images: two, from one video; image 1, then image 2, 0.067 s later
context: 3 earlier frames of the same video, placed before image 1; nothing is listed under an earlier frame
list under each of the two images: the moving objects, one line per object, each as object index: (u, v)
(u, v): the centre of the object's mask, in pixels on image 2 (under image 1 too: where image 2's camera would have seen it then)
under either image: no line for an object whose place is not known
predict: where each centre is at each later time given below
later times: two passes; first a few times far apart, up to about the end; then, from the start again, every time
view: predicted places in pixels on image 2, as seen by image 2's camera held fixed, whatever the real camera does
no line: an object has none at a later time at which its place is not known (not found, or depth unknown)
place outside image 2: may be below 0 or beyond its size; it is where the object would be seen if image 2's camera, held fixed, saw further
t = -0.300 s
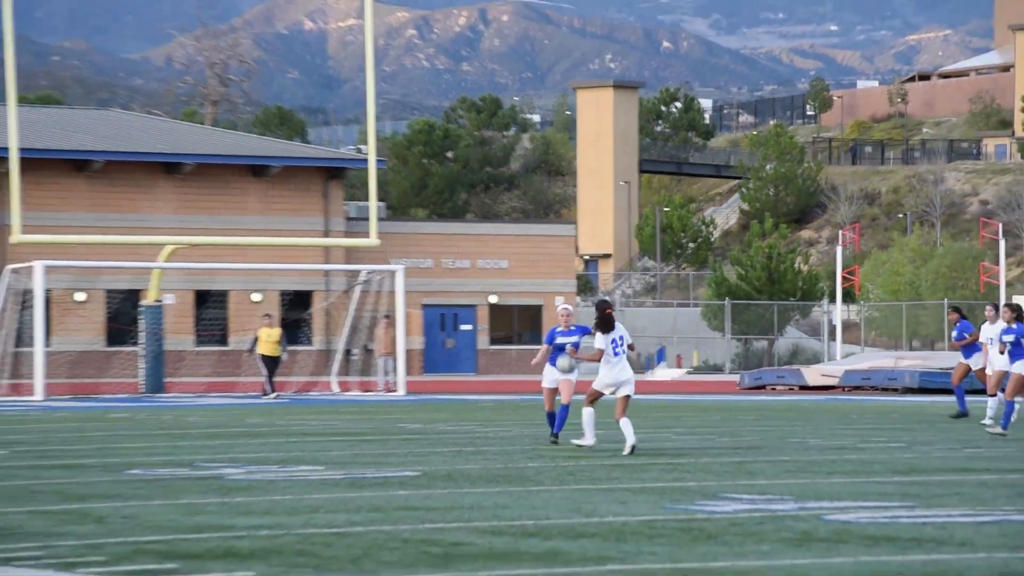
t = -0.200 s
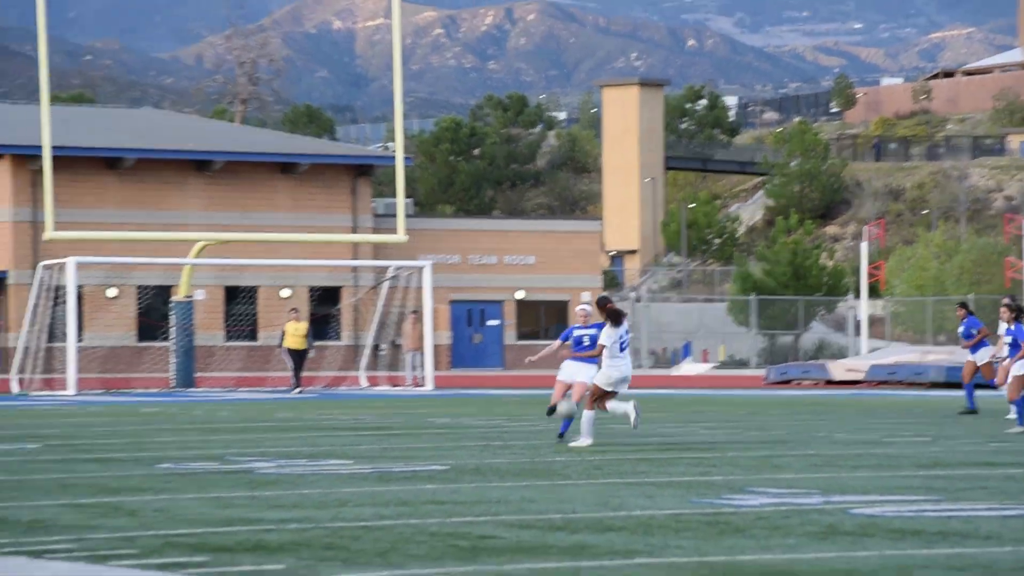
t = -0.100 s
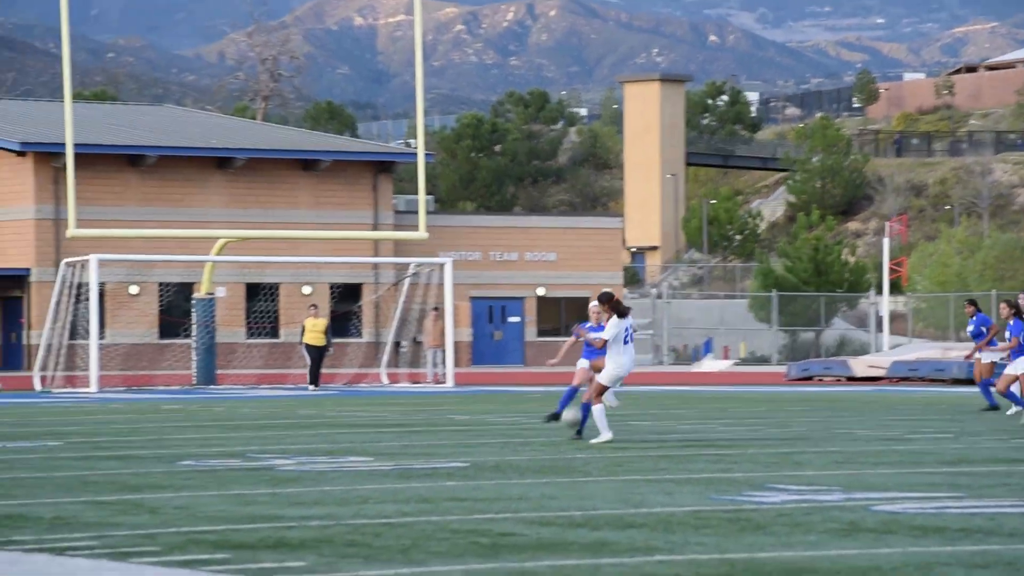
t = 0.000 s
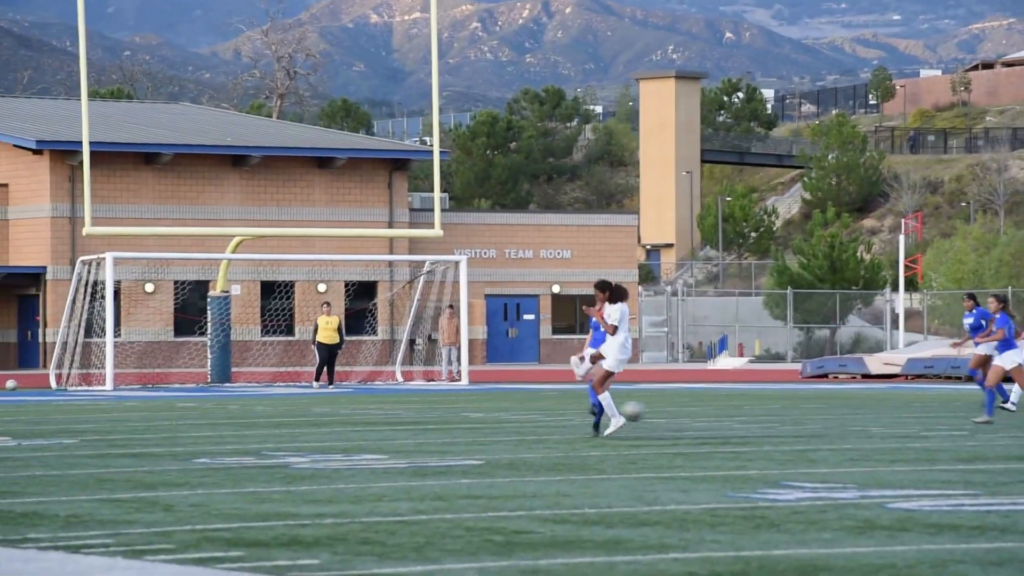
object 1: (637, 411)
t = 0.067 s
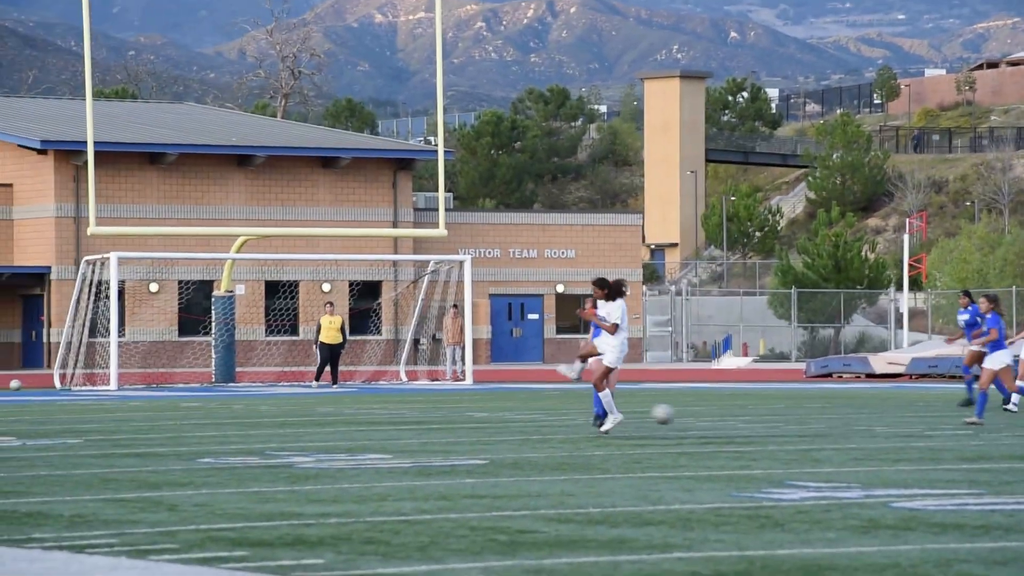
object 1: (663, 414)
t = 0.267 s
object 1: (752, 421)
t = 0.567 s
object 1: (861, 431)
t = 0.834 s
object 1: (930, 428)
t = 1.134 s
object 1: (1005, 435)
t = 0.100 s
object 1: (681, 417)
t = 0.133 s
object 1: (700, 422)
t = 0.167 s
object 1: (717, 428)
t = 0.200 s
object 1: (732, 427)
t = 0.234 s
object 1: (746, 423)
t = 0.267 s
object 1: (752, 421)
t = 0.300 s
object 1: (764, 418)
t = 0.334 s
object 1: (776, 416)
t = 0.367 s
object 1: (788, 415)
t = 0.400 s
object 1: (801, 416)
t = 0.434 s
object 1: (814, 417)
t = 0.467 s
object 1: (821, 418)
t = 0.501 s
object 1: (835, 422)
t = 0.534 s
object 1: (848, 426)
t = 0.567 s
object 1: (861, 431)
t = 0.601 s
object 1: (870, 429)
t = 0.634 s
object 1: (880, 426)
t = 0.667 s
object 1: (889, 424)
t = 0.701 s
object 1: (893, 423)
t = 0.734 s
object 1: (903, 423)
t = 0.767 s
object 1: (912, 424)
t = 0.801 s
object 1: (921, 425)
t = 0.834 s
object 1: (930, 428)
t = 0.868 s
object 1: (940, 433)
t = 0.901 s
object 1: (944, 433)
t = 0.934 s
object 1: (953, 430)
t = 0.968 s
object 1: (962, 429)
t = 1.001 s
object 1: (972, 428)
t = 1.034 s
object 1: (981, 428)
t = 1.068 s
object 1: (990, 430)
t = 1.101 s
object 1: (996, 431)
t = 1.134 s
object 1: (1005, 435)
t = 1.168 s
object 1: (1014, 434)
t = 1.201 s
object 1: (1023, 433)
